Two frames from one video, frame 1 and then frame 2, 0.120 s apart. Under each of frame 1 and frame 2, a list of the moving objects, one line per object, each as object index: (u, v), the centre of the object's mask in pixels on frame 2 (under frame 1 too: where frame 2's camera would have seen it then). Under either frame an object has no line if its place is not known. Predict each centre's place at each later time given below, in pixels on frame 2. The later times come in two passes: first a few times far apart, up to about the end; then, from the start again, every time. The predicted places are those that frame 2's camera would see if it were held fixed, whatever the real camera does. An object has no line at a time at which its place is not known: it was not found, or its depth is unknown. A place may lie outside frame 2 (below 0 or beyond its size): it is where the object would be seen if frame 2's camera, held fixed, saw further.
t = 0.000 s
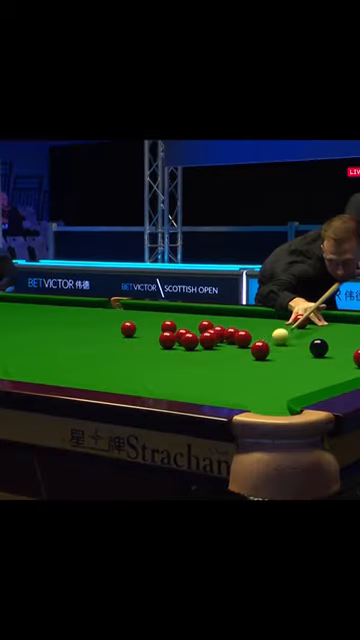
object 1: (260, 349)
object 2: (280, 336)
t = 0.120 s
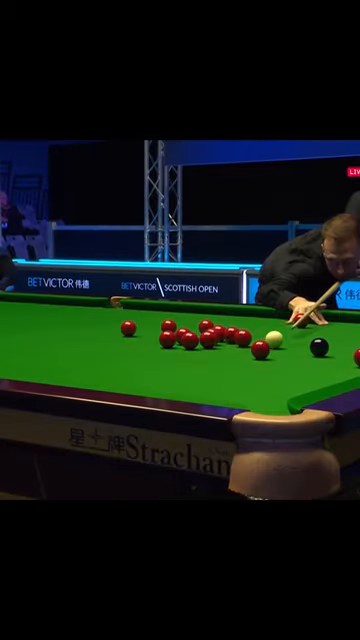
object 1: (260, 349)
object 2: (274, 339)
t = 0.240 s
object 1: (260, 349)
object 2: (269, 341)
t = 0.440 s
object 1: (260, 353)
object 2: (253, 344)
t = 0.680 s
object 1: (260, 359)
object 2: (241, 350)
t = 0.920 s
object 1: (259, 365)
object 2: (228, 352)
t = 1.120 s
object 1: (259, 371)
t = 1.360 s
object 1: (258, 378)
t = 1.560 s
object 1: (257, 383)
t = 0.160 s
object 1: (260, 349)
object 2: (273, 340)
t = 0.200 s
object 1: (260, 350)
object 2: (271, 340)
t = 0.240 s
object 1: (260, 349)
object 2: (269, 341)
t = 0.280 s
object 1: (260, 350)
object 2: (267, 341)
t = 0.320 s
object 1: (260, 350)
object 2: (264, 341)
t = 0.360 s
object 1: (260, 350)
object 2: (260, 341)
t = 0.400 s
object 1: (260, 352)
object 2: (255, 342)
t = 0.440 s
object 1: (260, 353)
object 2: (253, 344)
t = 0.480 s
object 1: (260, 354)
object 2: (250, 346)
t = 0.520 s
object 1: (260, 356)
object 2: (249, 348)
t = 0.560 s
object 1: (260, 356)
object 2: (247, 349)
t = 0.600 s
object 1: (260, 357)
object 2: (245, 349)
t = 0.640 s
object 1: (260, 358)
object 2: (243, 350)
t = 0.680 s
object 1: (260, 359)
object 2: (241, 350)
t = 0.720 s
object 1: (260, 360)
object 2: (239, 350)
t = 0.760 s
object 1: (260, 361)
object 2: (237, 351)
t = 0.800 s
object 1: (260, 362)
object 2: (235, 351)
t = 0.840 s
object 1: (260, 363)
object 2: (232, 351)
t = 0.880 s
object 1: (259, 364)
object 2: (230, 352)
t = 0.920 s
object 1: (259, 365)
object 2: (228, 352)
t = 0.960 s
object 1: (259, 367)
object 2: (226, 353)
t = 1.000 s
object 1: (259, 368)
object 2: (224, 353)
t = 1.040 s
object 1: (259, 369)
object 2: (222, 354)
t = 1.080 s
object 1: (259, 370)
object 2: (220, 354)
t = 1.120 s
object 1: (259, 371)
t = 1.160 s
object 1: (259, 372)
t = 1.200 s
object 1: (259, 374)
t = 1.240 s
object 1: (258, 374)
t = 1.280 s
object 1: (258, 375)
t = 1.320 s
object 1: (258, 377)
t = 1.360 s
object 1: (258, 378)
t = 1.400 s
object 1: (258, 379)
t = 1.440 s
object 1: (258, 380)
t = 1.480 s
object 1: (258, 381)
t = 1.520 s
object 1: (258, 382)
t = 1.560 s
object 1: (257, 383)
